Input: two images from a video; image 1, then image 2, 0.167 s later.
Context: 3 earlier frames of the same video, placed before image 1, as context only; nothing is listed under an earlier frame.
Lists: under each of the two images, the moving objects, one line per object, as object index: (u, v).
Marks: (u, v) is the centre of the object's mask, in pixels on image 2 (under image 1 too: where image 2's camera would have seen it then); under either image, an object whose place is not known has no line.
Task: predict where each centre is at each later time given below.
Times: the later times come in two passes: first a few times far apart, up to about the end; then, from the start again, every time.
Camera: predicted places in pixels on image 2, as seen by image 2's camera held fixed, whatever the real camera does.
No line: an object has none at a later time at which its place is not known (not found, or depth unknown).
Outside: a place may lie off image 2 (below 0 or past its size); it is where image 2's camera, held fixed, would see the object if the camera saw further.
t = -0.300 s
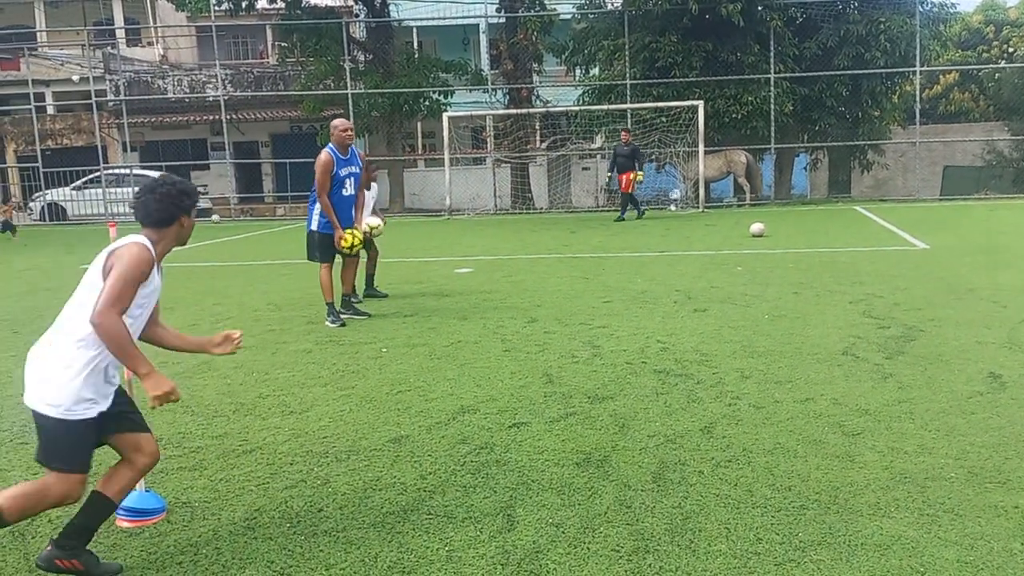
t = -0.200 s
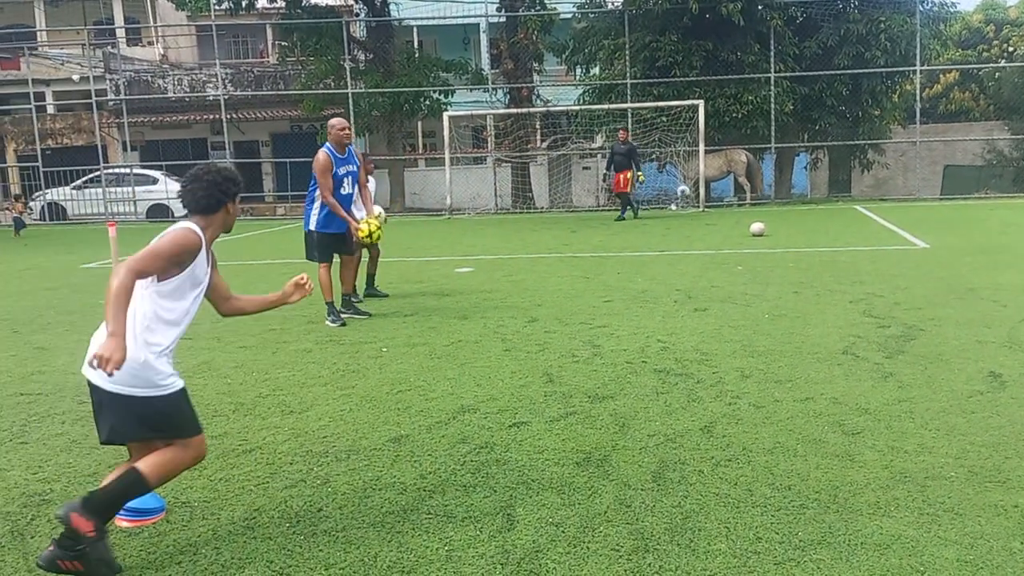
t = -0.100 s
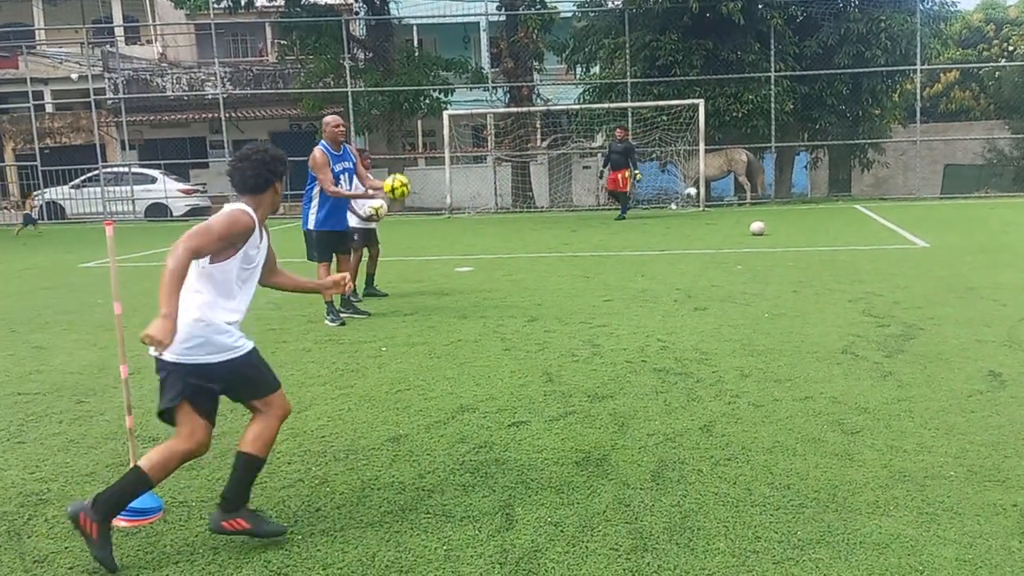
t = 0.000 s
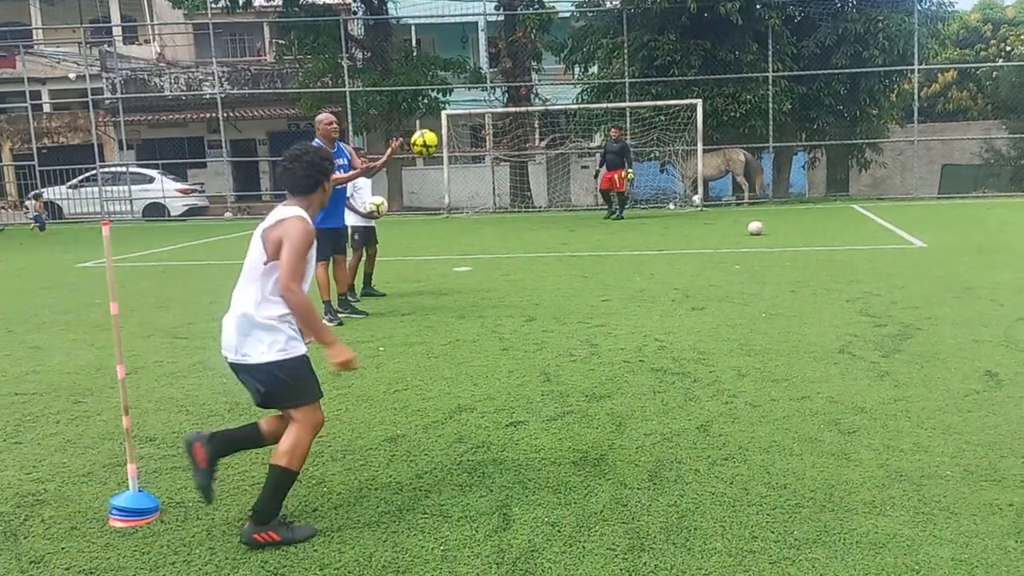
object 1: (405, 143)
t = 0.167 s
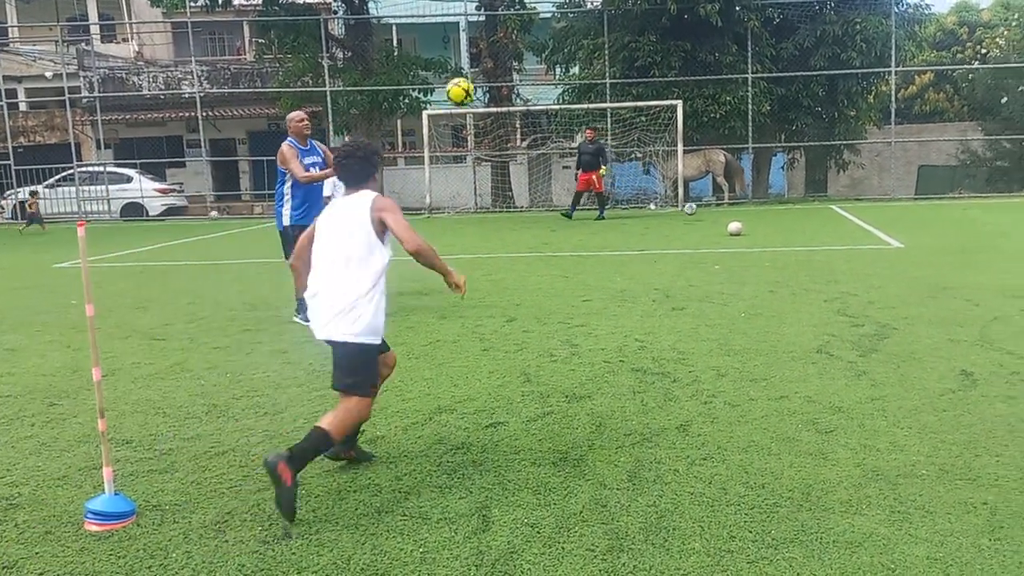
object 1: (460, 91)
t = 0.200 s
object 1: (472, 85)
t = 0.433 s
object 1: (559, 80)
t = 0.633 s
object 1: (640, 139)
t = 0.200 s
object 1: (472, 85)
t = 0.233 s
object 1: (483, 80)
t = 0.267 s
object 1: (495, 76)
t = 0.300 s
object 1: (507, 74)
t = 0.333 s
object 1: (520, 74)
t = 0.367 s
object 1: (532, 74)
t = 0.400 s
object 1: (545, 77)
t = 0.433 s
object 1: (559, 80)
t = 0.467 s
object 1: (571, 86)
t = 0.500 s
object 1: (584, 93)
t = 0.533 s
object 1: (598, 101)
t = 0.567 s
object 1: (612, 112)
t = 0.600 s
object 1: (626, 125)
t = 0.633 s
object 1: (640, 139)
